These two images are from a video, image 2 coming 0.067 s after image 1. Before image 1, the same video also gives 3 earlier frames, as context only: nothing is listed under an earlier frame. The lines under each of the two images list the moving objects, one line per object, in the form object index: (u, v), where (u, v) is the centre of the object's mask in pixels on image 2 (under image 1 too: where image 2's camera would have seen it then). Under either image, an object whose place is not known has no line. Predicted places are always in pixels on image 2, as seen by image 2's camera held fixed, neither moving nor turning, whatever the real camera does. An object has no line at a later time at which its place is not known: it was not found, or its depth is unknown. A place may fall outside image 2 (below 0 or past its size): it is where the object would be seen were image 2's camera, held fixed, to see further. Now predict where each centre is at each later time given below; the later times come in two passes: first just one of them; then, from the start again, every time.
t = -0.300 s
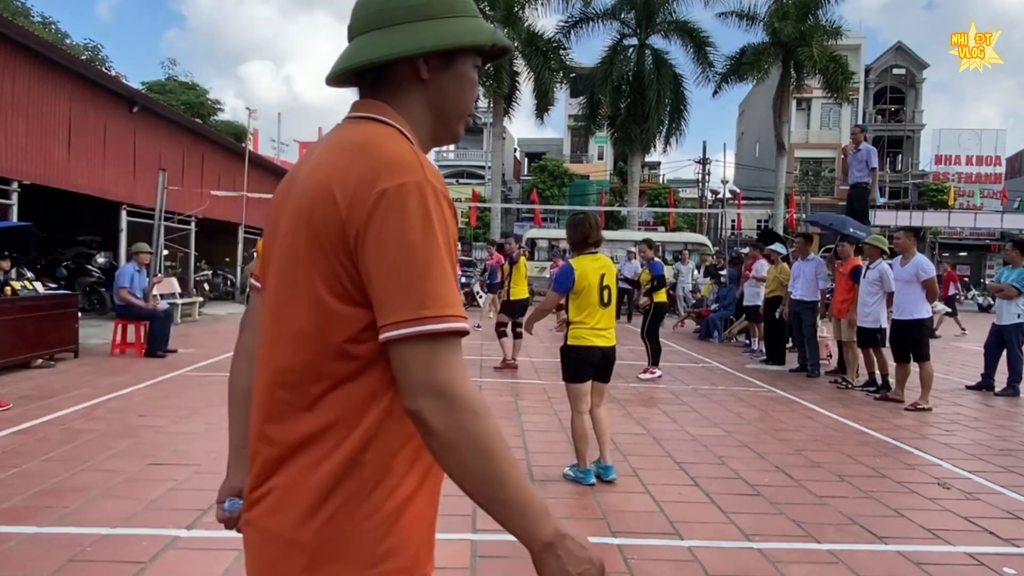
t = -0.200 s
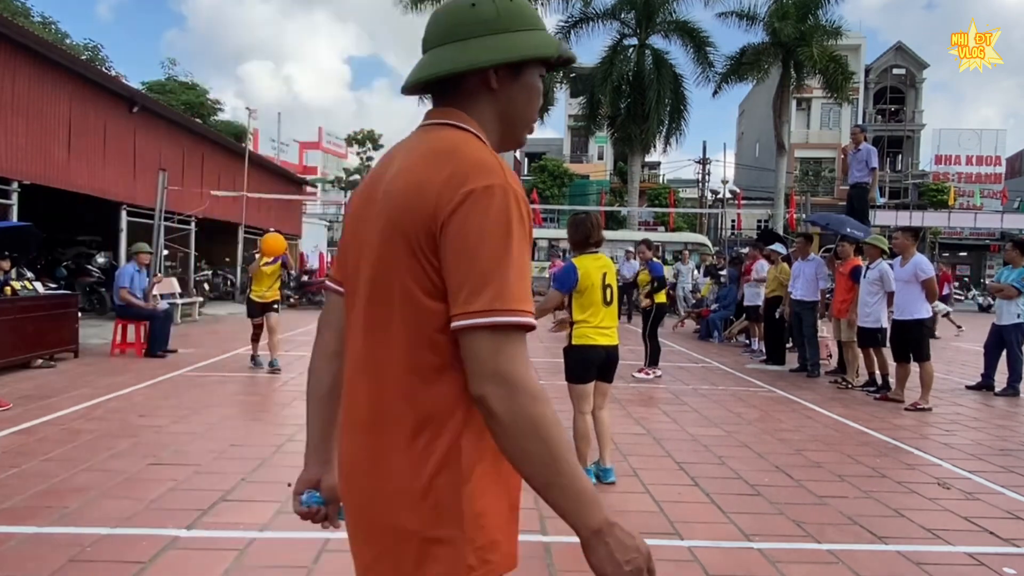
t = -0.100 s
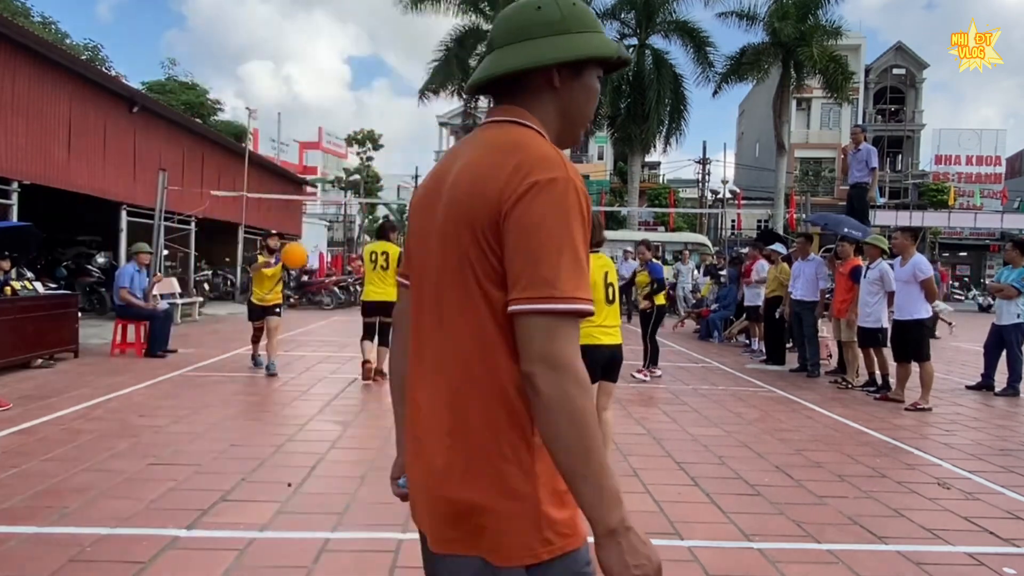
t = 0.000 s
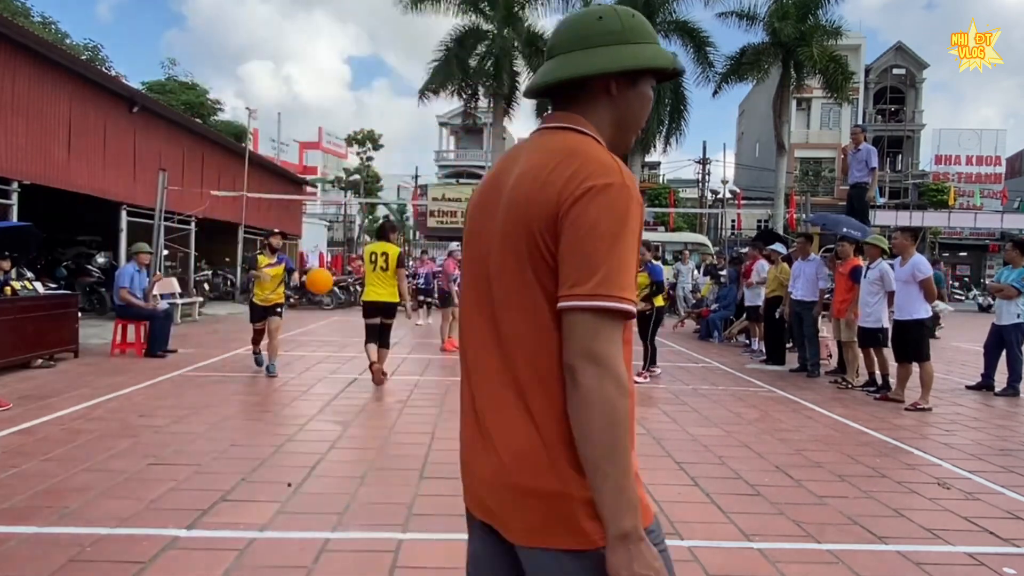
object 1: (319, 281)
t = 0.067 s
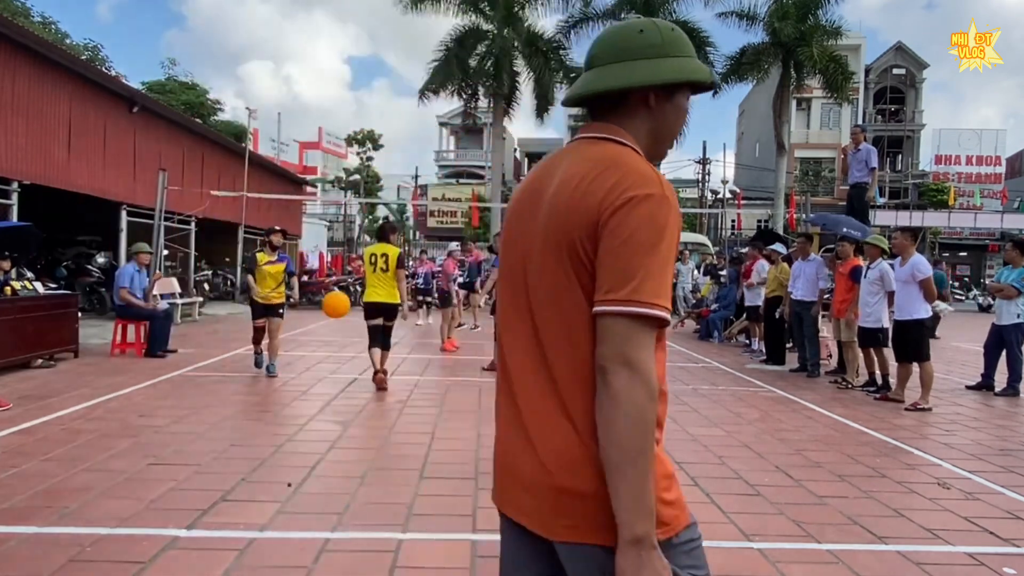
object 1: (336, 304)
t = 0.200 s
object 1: (370, 372)
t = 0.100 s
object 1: (344, 319)
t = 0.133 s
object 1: (353, 335)
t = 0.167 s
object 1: (361, 352)
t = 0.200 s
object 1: (370, 372)
